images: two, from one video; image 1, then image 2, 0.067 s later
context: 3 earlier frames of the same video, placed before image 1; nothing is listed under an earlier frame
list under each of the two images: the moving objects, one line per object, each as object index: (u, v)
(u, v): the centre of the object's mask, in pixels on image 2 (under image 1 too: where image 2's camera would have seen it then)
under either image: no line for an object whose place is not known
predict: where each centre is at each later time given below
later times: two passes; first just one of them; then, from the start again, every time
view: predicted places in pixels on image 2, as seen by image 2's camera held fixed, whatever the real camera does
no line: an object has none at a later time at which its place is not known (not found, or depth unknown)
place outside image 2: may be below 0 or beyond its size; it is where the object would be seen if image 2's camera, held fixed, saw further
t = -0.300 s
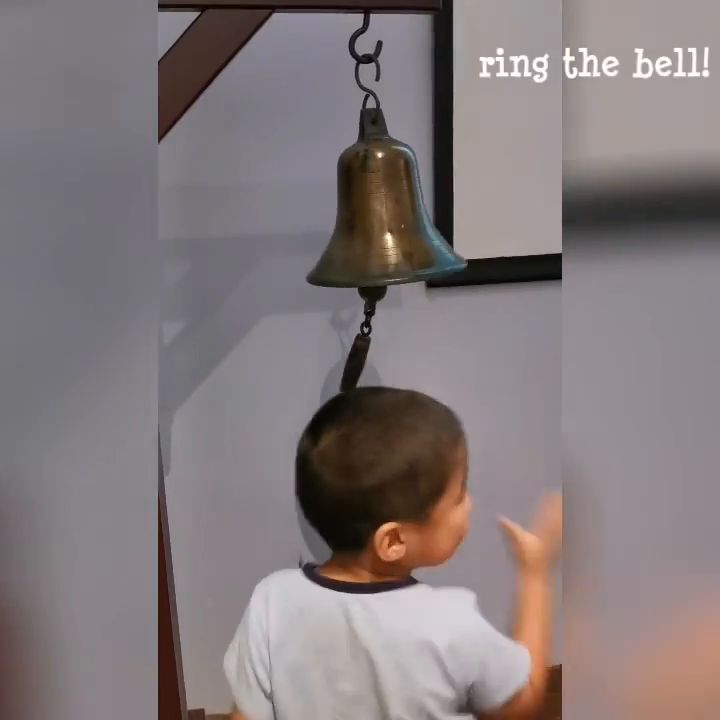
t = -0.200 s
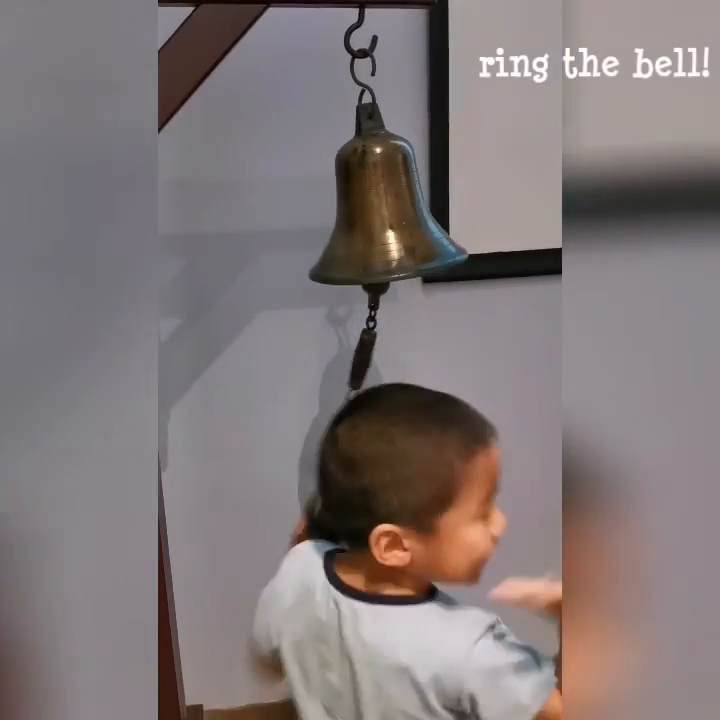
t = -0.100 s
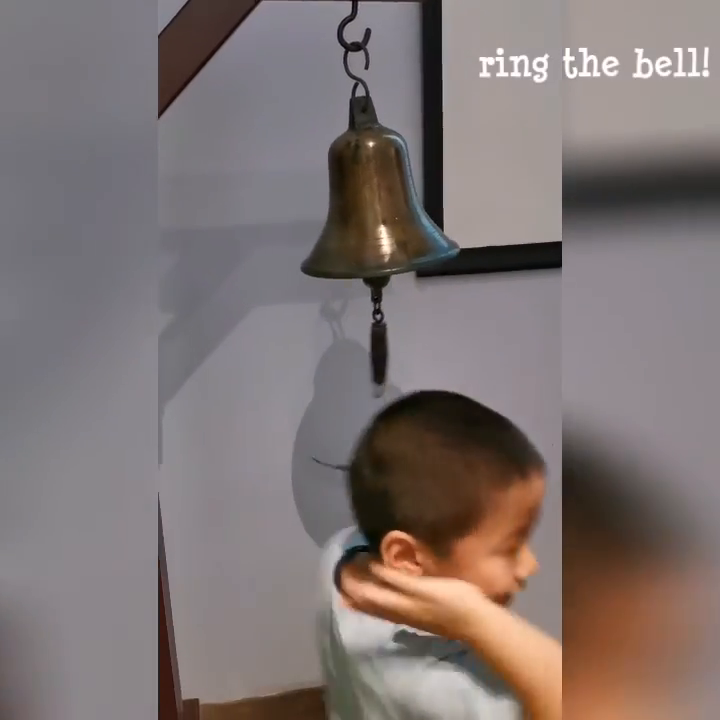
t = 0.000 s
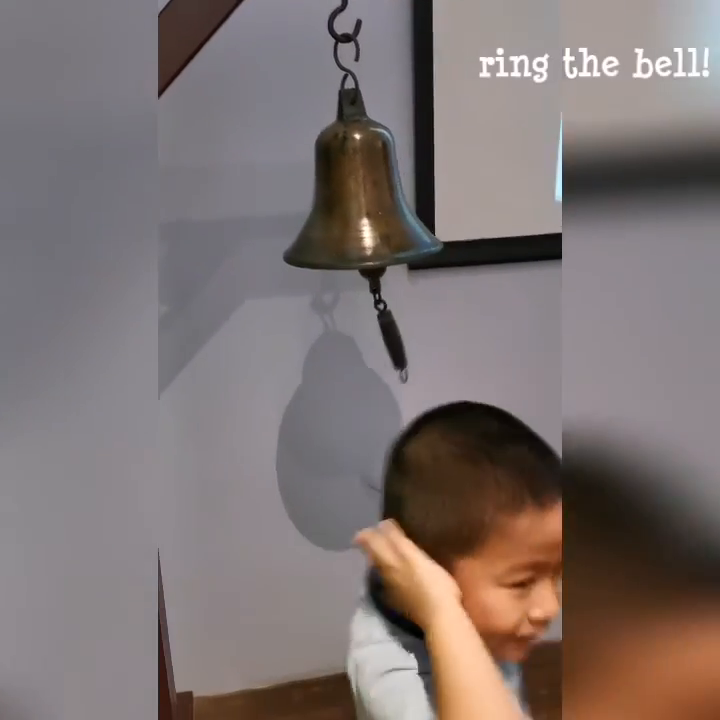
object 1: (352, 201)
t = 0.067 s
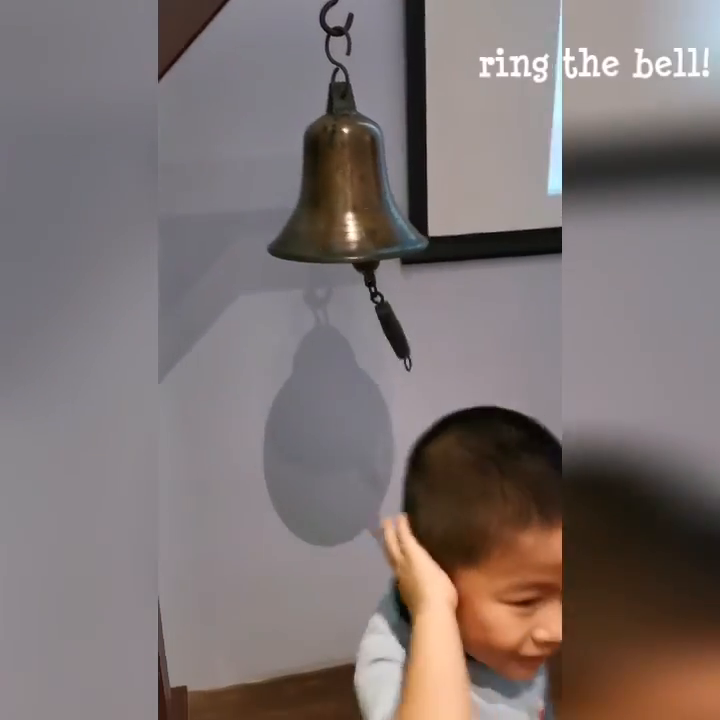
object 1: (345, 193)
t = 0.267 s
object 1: (328, 185)
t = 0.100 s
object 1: (341, 189)
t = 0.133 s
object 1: (338, 187)
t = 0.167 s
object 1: (335, 185)
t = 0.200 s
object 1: (333, 185)
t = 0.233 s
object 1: (330, 185)
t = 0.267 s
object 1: (328, 185)
